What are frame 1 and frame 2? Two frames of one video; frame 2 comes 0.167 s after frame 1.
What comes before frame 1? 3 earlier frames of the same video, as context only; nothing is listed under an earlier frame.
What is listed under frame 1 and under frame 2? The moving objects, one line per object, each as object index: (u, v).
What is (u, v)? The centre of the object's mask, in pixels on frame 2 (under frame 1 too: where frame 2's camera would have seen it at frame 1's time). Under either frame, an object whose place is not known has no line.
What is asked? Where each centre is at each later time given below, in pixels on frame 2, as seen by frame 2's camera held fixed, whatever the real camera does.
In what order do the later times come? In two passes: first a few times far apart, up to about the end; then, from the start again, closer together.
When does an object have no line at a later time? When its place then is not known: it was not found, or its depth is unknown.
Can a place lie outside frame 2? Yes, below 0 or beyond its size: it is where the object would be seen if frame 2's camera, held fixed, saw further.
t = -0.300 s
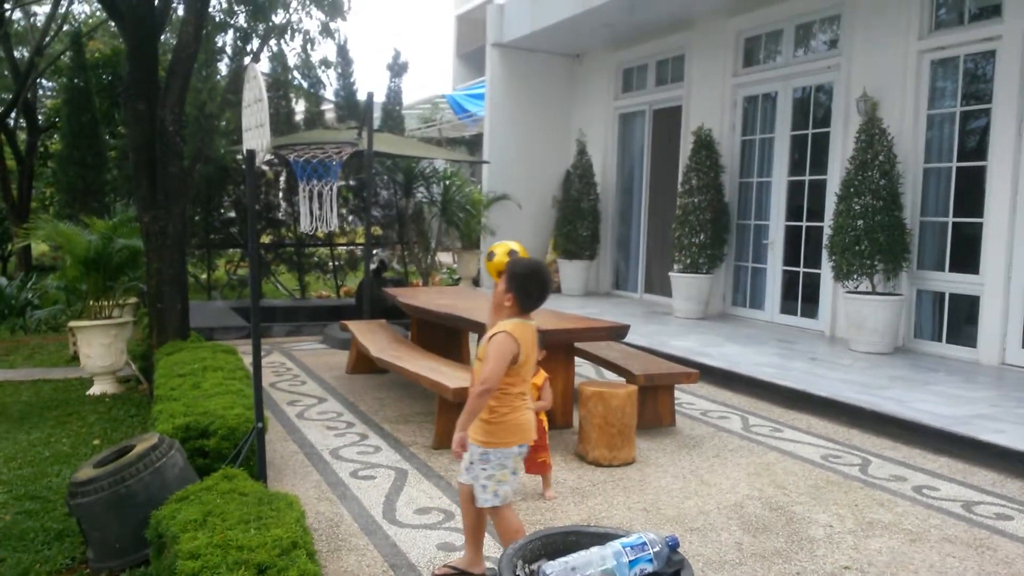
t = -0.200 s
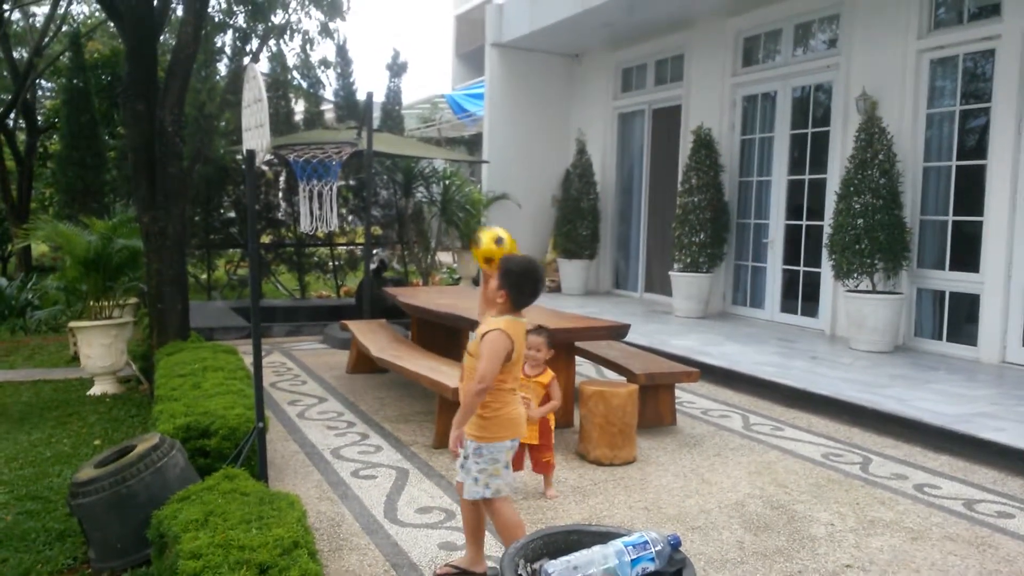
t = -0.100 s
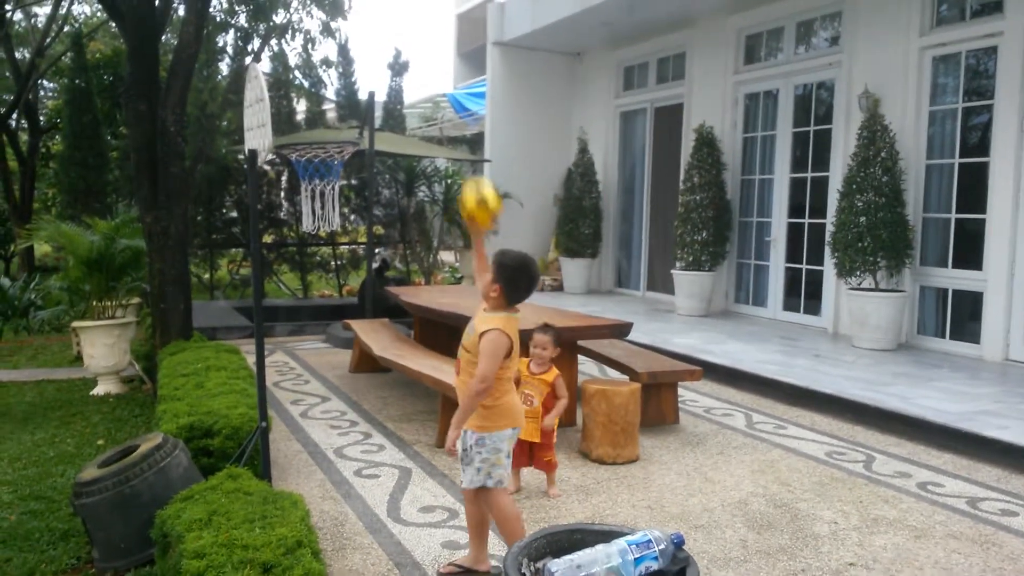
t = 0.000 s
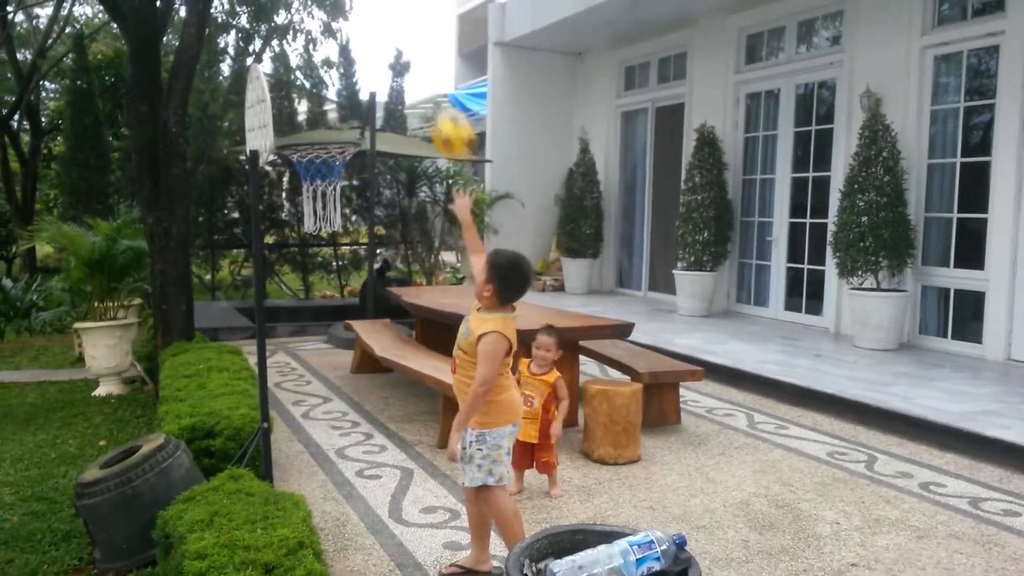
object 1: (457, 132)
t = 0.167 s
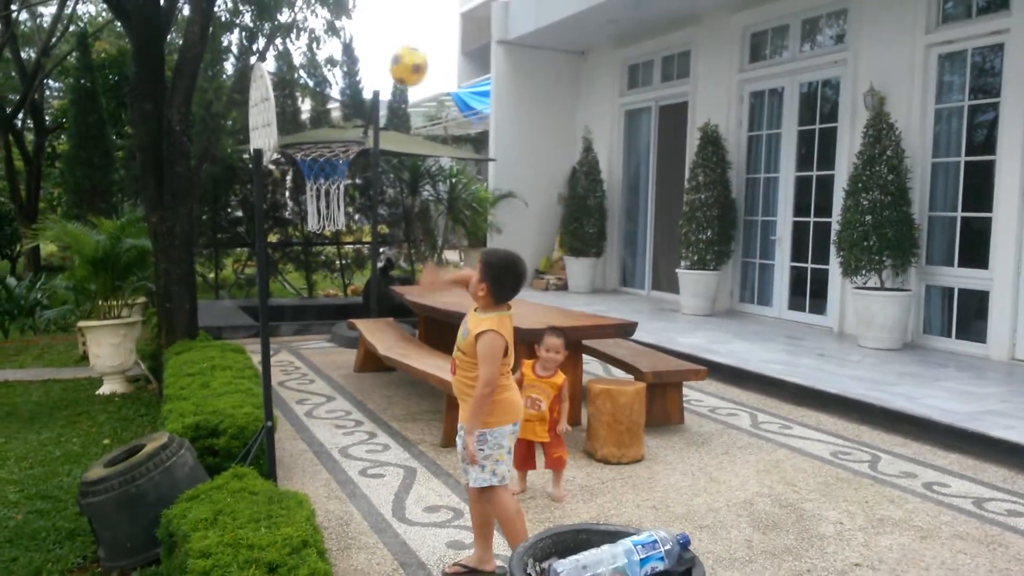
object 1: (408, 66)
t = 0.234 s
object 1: (393, 59)
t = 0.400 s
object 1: (351, 80)
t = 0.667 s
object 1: (298, 181)
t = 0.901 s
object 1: (250, 375)
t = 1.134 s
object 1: (204, 547)
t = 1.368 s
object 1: (207, 524)
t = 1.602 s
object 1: (202, 528)
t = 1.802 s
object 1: (195, 532)
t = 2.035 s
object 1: (194, 531)
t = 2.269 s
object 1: (195, 531)
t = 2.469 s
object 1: (195, 531)
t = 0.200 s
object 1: (400, 62)
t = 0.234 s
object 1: (393, 59)
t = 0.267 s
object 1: (384, 58)
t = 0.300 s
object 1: (374, 60)
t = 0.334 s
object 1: (365, 64)
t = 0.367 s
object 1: (358, 72)
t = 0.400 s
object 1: (351, 80)
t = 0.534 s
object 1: (323, 133)
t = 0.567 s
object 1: (317, 142)
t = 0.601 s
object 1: (310, 153)
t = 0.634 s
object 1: (304, 165)
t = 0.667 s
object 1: (298, 181)
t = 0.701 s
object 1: (291, 200)
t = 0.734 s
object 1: (285, 219)
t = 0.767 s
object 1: (277, 244)
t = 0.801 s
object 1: (271, 271)
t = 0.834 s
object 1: (264, 304)
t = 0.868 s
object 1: (257, 332)
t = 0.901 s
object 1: (250, 375)
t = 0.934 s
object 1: (243, 418)
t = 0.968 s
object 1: (238, 456)
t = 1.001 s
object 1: (230, 501)
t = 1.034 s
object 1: (224, 526)
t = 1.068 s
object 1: (213, 539)
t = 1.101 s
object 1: (207, 546)
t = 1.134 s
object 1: (204, 547)
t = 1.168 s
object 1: (202, 546)
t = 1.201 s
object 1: (201, 543)
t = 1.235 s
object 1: (202, 539)
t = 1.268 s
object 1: (203, 534)
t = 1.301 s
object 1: (204, 529)
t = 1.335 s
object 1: (205, 526)
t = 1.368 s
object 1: (207, 524)
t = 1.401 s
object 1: (208, 522)
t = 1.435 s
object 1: (208, 522)
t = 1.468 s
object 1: (208, 522)
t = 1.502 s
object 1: (207, 523)
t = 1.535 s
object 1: (206, 525)
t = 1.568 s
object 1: (205, 527)
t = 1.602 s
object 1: (202, 528)
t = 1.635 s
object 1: (201, 530)
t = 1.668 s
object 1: (199, 531)
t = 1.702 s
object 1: (198, 532)
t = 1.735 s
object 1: (196, 532)
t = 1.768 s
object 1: (195, 532)
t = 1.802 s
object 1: (195, 532)
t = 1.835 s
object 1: (195, 532)
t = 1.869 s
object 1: (194, 531)
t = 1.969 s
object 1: (194, 531)
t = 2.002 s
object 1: (194, 531)
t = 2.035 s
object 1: (194, 531)
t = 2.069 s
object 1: (194, 531)
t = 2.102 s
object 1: (194, 531)
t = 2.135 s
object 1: (194, 531)
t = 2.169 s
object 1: (194, 531)
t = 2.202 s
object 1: (195, 531)
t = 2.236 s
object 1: (195, 531)
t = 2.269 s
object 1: (195, 531)
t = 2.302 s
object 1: (196, 531)
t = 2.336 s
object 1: (196, 531)
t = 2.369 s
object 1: (195, 531)
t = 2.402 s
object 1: (195, 531)
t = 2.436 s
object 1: (195, 531)
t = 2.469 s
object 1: (195, 531)
